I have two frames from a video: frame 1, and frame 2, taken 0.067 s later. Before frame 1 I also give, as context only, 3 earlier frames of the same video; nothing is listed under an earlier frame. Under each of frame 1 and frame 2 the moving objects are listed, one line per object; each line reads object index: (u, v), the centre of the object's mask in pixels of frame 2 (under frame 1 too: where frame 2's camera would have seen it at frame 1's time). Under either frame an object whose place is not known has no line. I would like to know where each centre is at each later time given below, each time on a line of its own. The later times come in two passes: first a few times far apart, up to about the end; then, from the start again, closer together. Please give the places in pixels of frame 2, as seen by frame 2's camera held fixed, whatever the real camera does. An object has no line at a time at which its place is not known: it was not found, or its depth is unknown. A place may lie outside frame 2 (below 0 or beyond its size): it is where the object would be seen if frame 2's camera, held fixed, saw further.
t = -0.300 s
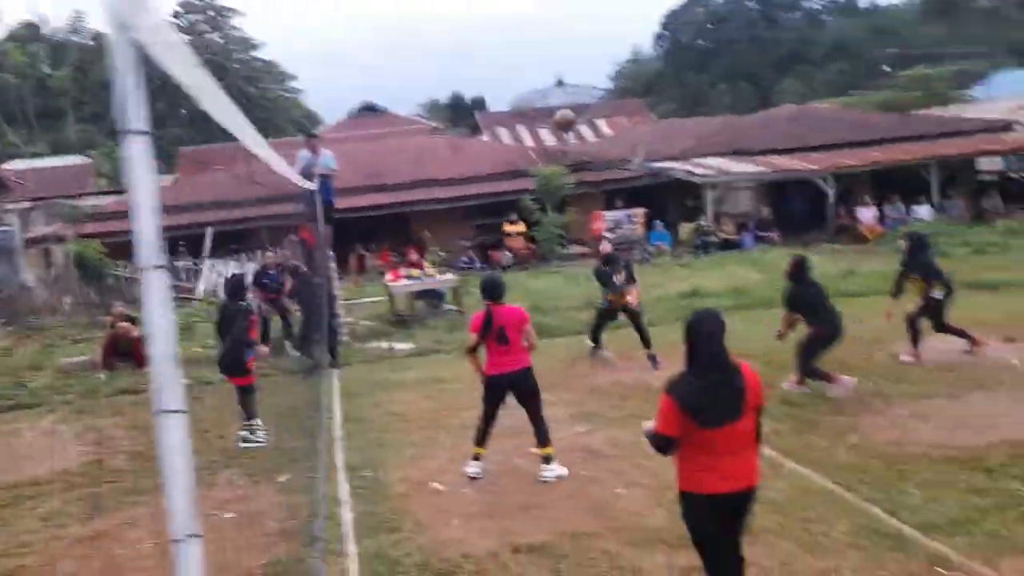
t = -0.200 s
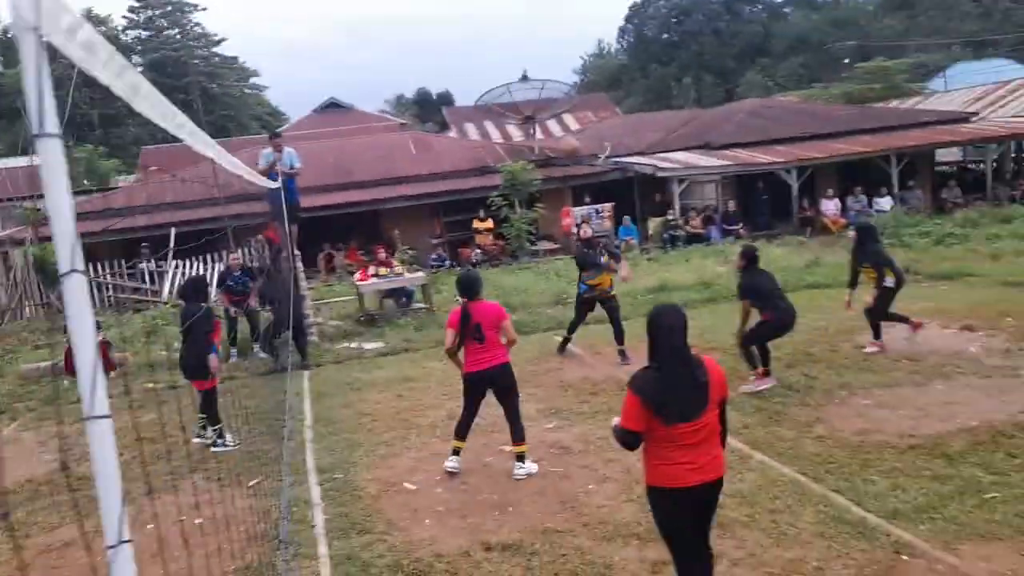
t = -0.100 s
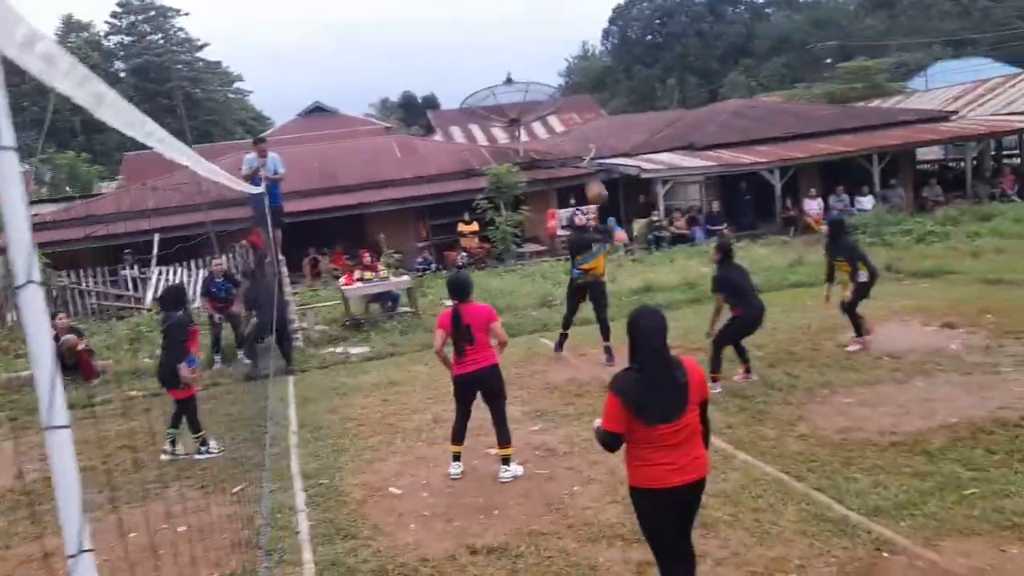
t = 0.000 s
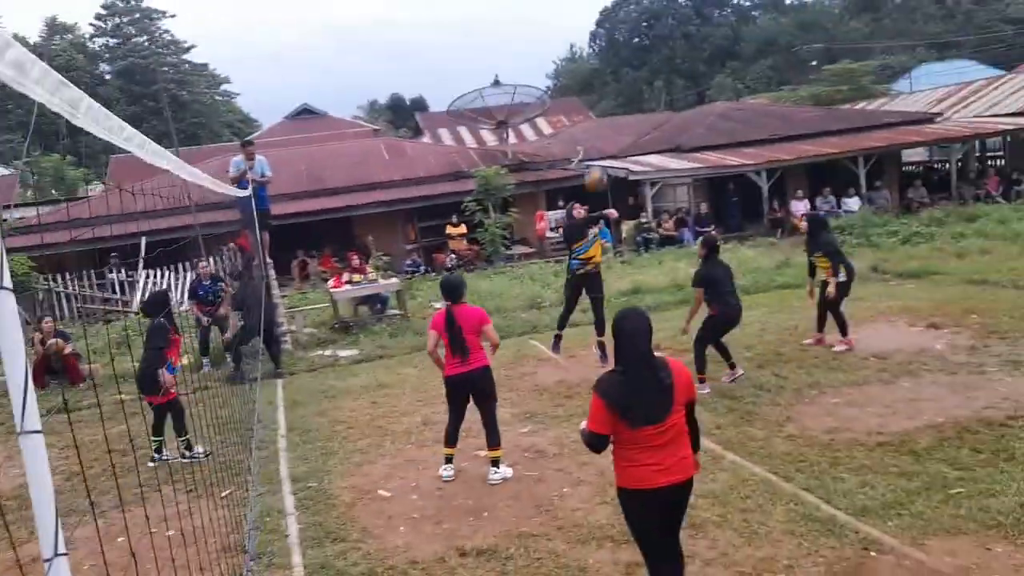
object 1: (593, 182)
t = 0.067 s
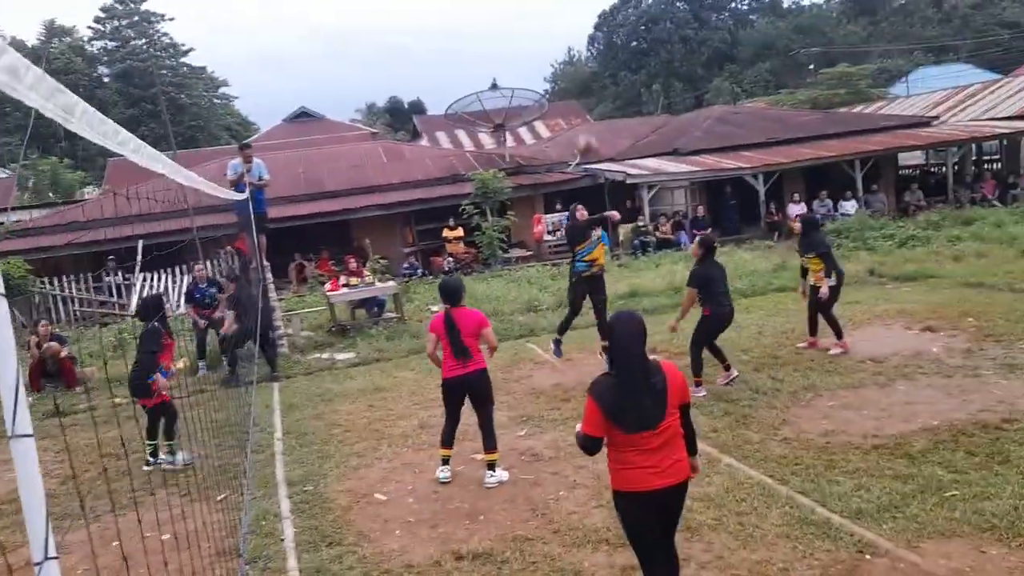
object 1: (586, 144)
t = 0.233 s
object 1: (571, 71)
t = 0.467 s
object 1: (554, 1)
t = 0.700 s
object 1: (543, -7)
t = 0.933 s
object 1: (533, 77)
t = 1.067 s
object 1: (535, 174)
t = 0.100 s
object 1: (583, 131)
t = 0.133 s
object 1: (580, 112)
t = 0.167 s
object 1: (578, 98)
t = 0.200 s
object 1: (573, 81)
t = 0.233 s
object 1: (571, 71)
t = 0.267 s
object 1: (568, 59)
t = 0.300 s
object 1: (566, 46)
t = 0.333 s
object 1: (563, 34)
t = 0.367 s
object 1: (562, 24)
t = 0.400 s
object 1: (559, 15)
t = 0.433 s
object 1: (555, 6)
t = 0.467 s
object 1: (554, 1)
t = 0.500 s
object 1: (553, -2)
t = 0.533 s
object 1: (551, -6)
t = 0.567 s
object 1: (549, -8)
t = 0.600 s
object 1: (547, -10)
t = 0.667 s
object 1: (547, -9)
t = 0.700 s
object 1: (543, -7)
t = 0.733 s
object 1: (541, -4)
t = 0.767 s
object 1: (540, 5)
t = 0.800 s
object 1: (539, 16)
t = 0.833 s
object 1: (536, 27)
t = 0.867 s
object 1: (537, 42)
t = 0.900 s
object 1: (535, 58)
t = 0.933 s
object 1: (533, 77)
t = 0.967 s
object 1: (533, 100)
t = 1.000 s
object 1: (533, 121)
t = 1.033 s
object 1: (535, 150)
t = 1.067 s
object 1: (535, 174)
